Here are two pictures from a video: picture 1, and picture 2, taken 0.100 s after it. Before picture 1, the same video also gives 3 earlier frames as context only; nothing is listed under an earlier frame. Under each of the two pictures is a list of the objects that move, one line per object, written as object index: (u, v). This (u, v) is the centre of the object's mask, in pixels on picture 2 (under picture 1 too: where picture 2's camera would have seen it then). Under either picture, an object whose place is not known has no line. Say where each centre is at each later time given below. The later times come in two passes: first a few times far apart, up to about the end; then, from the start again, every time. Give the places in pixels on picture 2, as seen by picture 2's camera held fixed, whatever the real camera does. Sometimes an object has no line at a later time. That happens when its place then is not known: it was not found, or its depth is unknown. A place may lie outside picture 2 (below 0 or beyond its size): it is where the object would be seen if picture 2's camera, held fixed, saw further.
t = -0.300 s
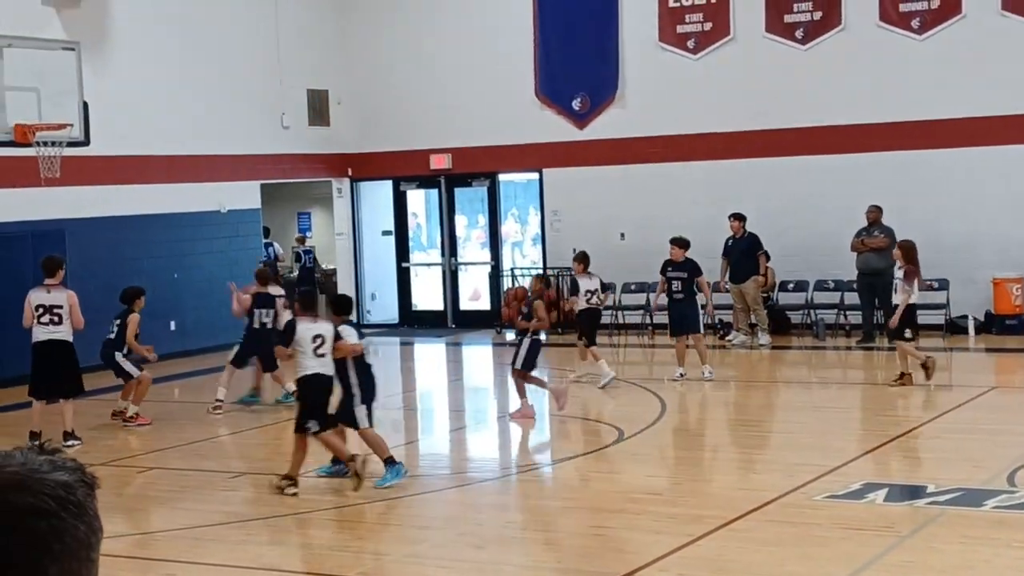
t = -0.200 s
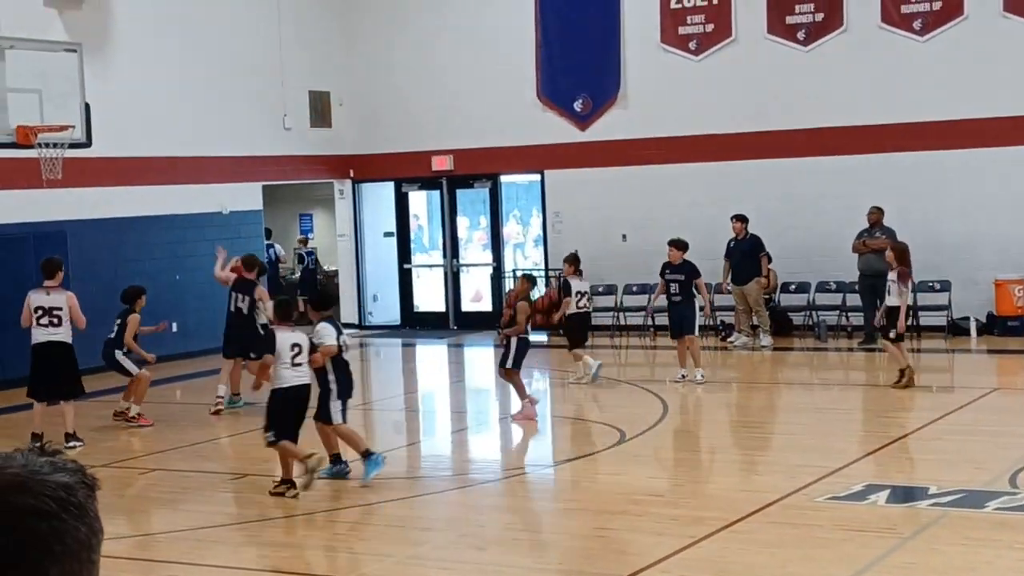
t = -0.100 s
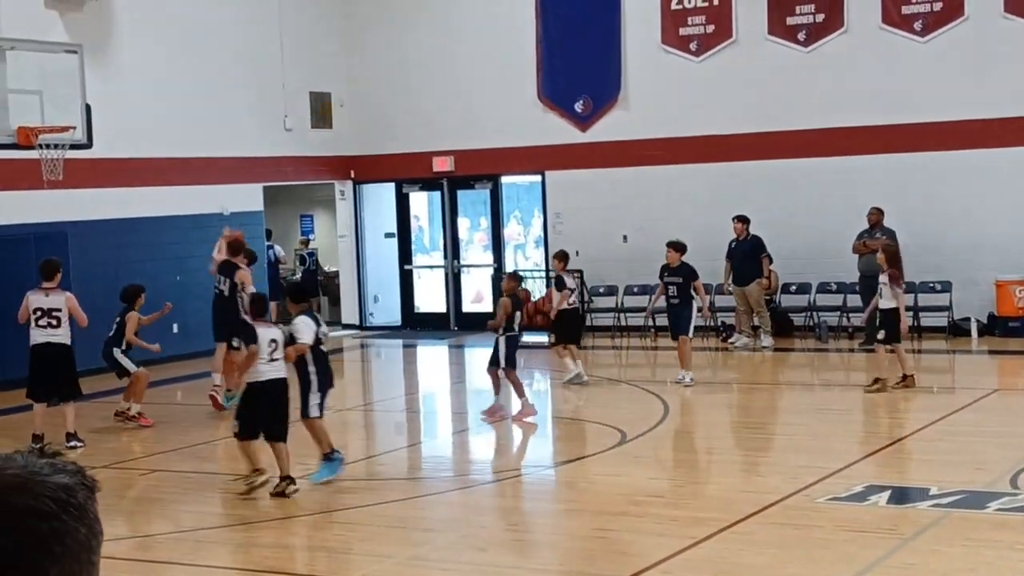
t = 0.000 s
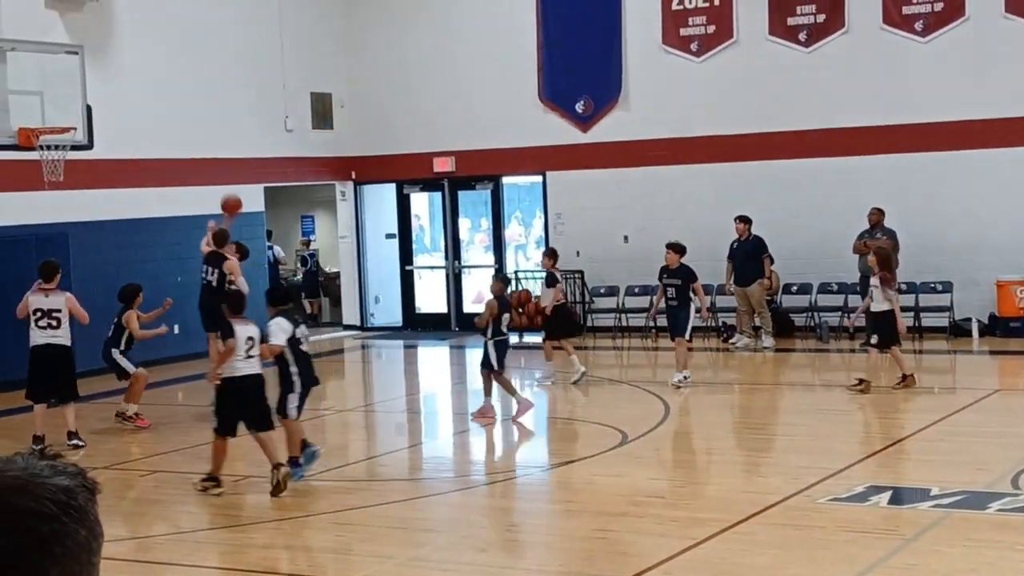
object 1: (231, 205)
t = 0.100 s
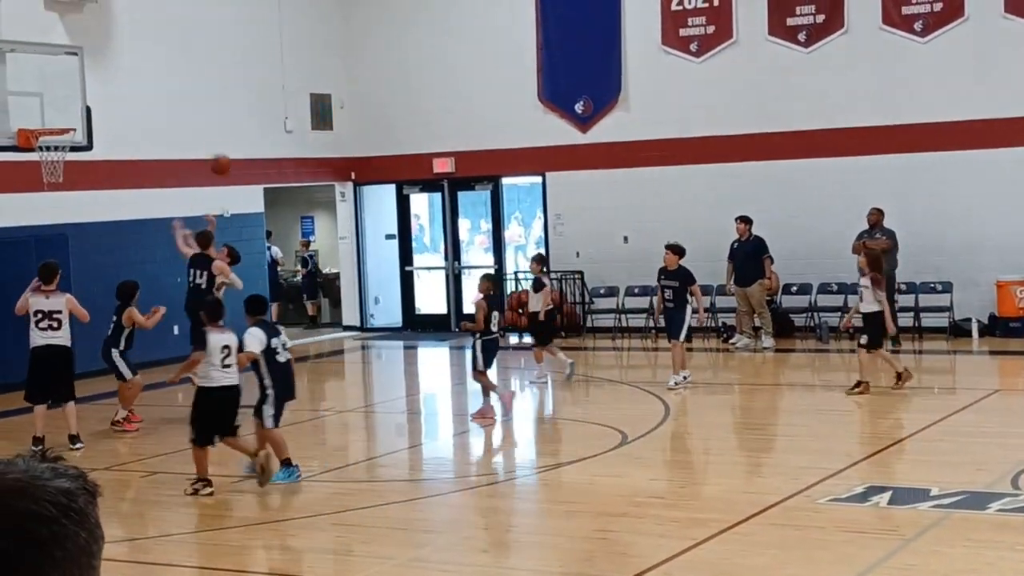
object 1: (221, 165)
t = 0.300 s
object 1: (201, 107)
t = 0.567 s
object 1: (177, 86)
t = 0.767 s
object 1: (162, 115)
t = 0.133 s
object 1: (217, 152)
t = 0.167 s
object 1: (214, 142)
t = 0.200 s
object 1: (210, 132)
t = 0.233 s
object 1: (207, 123)
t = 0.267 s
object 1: (204, 114)
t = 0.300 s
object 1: (201, 107)
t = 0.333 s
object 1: (197, 101)
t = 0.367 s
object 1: (194, 96)
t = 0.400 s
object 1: (191, 92)
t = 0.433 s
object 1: (188, 89)
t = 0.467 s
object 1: (185, 87)
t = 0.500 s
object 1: (183, 86)
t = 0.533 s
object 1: (180, 85)
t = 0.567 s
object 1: (177, 86)
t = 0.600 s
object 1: (174, 88)
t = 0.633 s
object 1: (172, 92)
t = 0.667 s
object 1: (169, 96)
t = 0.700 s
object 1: (166, 101)
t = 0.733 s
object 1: (164, 107)
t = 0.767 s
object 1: (162, 115)
